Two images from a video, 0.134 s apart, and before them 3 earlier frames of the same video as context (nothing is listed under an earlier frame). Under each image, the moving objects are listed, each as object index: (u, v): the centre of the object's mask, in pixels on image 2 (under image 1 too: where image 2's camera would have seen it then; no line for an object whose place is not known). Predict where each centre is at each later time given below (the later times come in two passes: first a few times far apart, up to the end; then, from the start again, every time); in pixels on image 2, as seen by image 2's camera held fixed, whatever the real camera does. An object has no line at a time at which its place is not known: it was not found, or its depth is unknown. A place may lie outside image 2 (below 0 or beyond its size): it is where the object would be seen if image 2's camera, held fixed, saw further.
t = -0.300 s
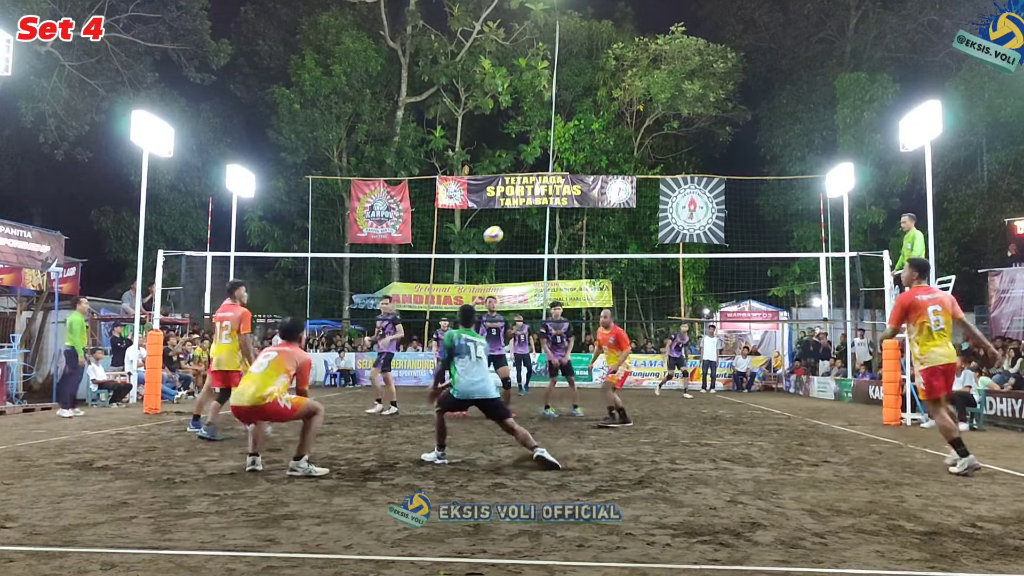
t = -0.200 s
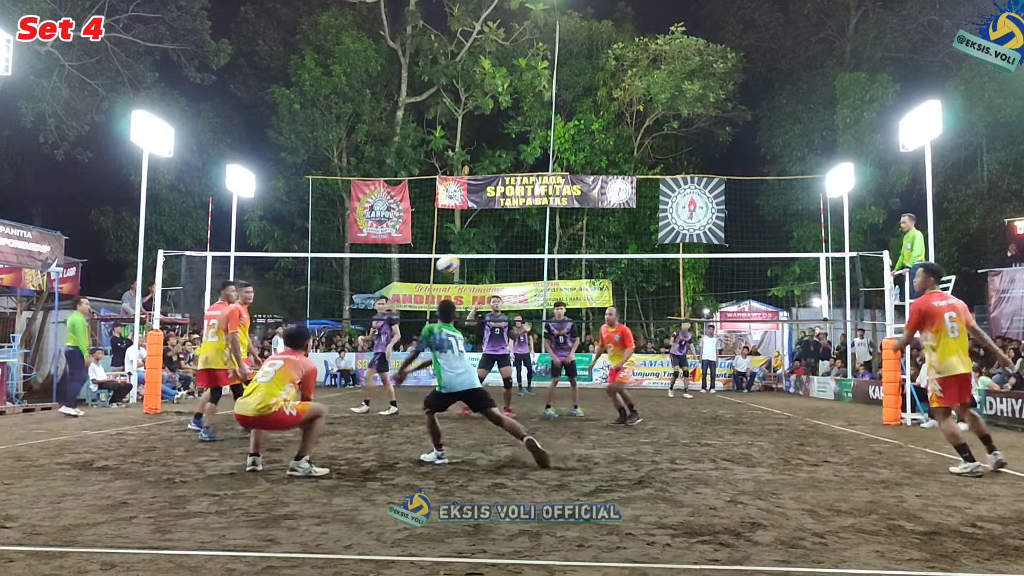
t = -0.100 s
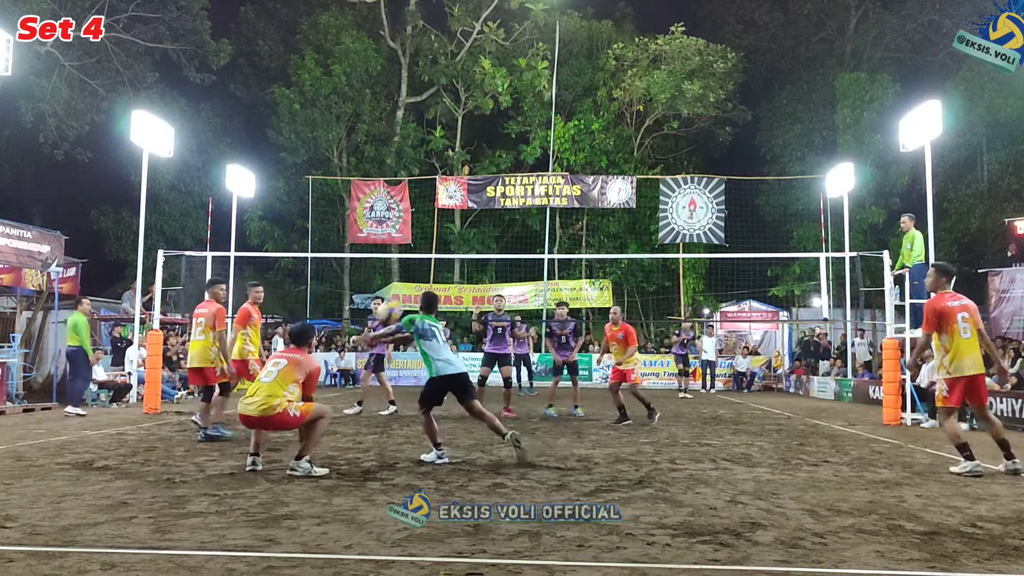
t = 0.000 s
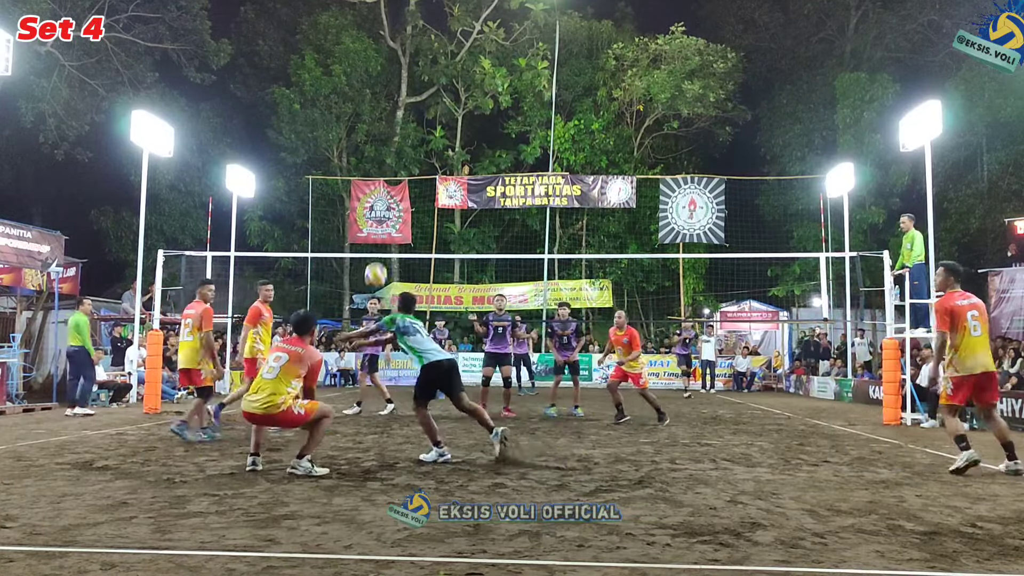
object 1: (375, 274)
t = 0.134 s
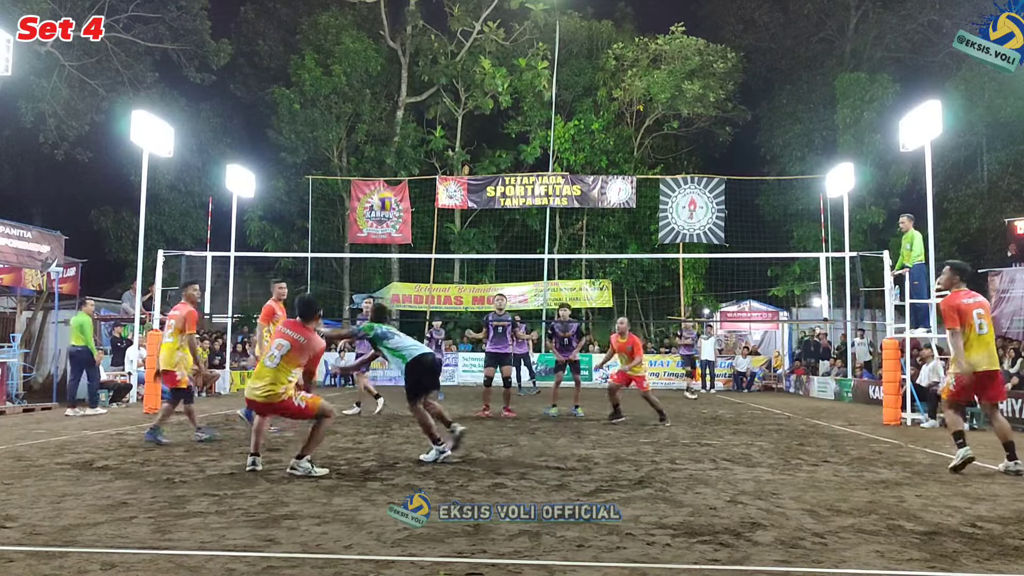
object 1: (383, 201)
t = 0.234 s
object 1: (389, 161)
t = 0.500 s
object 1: (403, 109)
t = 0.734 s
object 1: (413, 114)
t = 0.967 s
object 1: (423, 156)
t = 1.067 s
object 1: (427, 184)
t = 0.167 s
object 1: (385, 186)
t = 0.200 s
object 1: (387, 173)
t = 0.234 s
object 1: (389, 161)
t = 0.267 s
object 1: (391, 151)
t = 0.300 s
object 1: (394, 137)
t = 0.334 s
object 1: (394, 133)
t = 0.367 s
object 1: (396, 127)
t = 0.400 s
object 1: (398, 120)
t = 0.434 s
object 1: (400, 116)
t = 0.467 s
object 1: (401, 112)
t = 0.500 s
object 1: (403, 109)
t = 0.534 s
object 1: (404, 107)
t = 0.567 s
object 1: (406, 106)
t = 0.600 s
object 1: (408, 106)
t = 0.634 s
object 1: (409, 107)
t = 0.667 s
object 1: (410, 108)
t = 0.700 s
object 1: (412, 111)
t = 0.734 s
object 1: (413, 114)
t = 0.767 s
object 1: (415, 118)
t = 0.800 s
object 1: (417, 125)
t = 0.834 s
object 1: (418, 128)
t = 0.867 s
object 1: (419, 134)
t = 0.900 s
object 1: (421, 140)
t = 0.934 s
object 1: (422, 148)
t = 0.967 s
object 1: (423, 156)
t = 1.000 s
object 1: (425, 165)
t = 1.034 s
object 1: (426, 174)
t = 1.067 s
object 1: (427, 184)
